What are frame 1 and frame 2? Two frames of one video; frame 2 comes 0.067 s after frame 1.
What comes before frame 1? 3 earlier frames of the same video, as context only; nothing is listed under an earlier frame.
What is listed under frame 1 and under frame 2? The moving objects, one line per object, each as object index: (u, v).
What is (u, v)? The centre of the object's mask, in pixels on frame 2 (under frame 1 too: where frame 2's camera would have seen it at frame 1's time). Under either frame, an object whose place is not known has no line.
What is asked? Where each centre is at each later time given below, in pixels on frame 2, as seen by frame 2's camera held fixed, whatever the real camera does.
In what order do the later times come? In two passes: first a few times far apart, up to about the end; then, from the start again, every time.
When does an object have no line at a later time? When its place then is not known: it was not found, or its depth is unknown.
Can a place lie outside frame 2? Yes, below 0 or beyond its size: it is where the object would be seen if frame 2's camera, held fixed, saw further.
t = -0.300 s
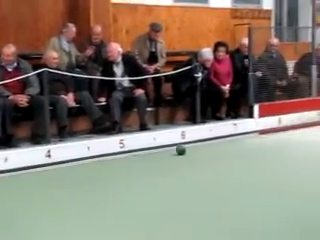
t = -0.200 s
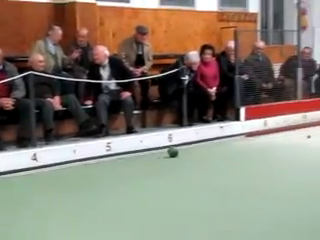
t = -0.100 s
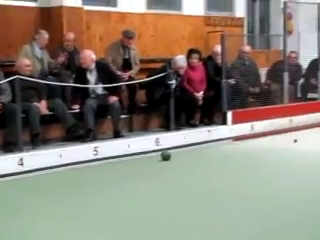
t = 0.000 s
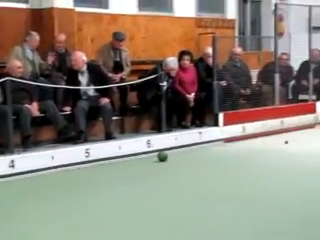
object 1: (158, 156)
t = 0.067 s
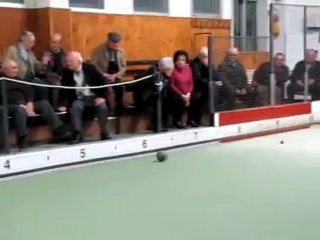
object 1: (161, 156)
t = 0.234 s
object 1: (168, 155)
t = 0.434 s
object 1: (178, 153)
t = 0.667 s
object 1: (187, 152)
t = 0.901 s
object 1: (196, 151)
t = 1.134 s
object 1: (205, 150)
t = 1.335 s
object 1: (212, 149)
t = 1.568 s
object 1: (219, 148)
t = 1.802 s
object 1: (226, 147)
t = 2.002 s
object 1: (232, 146)
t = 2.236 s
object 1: (238, 145)
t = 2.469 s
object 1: (243, 145)
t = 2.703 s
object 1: (248, 144)
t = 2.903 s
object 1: (252, 143)
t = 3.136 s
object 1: (255, 143)
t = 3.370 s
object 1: (257, 142)
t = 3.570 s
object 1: (259, 142)
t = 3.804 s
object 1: (261, 142)
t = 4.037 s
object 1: (262, 141)
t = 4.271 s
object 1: (262, 141)
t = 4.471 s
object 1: (263, 141)
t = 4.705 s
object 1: (263, 141)
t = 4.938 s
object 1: (262, 141)
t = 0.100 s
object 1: (162, 156)
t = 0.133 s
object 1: (164, 156)
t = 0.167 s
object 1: (165, 155)
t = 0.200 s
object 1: (167, 155)
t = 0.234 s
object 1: (168, 155)
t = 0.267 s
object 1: (170, 154)
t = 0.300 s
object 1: (172, 154)
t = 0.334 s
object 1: (173, 154)
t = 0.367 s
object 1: (175, 154)
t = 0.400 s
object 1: (176, 154)
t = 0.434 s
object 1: (178, 153)
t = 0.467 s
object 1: (179, 154)
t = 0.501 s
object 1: (180, 153)
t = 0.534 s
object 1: (182, 153)
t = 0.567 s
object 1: (183, 153)
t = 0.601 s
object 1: (185, 152)
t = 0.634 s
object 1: (186, 152)
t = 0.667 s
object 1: (187, 152)
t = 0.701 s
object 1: (189, 152)
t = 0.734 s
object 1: (190, 151)
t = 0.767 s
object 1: (191, 151)
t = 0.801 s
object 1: (193, 151)
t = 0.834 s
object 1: (194, 151)
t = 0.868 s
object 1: (195, 151)
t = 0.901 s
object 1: (196, 151)
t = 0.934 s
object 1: (197, 151)
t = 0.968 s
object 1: (199, 151)
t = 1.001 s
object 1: (200, 150)
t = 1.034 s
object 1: (201, 150)
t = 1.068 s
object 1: (203, 150)
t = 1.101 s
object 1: (204, 150)
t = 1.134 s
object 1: (205, 150)
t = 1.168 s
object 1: (206, 150)
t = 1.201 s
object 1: (207, 149)
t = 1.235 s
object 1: (208, 149)
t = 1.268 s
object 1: (209, 150)
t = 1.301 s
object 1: (210, 149)
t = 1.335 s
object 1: (212, 149)
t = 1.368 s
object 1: (213, 149)
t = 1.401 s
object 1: (214, 149)
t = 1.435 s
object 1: (215, 148)
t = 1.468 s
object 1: (216, 148)
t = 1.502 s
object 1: (217, 148)
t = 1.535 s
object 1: (218, 148)
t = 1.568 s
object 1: (219, 148)
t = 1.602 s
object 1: (220, 148)
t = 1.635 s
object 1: (221, 147)
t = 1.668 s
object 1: (222, 147)
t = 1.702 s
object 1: (223, 147)
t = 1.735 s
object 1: (224, 147)
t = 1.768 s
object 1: (225, 147)
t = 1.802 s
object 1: (226, 147)
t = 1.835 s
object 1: (227, 147)
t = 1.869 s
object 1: (228, 146)
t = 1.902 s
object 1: (229, 147)
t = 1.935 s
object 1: (230, 146)
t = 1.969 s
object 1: (231, 146)
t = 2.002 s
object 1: (232, 146)
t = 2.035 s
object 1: (232, 146)
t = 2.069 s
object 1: (233, 146)
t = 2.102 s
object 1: (234, 146)
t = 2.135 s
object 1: (235, 146)
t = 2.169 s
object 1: (236, 146)
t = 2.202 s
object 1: (237, 145)
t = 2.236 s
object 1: (238, 145)
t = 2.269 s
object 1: (238, 145)
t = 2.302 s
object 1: (239, 145)
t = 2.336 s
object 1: (240, 145)
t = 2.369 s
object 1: (241, 145)
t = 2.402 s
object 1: (242, 145)
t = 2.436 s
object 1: (242, 145)
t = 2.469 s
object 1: (243, 145)
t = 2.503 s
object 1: (244, 144)
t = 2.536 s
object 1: (244, 144)
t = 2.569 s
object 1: (245, 144)
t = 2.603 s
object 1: (246, 144)
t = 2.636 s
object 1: (247, 144)
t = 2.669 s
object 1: (247, 144)
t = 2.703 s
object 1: (248, 144)
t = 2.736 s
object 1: (249, 144)
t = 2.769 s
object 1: (249, 144)
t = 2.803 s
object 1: (250, 143)
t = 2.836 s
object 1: (250, 143)
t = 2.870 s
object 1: (251, 143)
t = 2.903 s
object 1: (252, 143)
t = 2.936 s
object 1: (252, 143)
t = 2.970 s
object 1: (253, 143)
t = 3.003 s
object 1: (253, 143)
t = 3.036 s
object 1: (254, 143)
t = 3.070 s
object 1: (254, 143)
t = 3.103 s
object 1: (254, 143)
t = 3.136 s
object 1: (255, 143)
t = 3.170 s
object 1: (255, 143)
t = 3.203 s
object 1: (255, 143)
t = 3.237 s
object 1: (256, 142)
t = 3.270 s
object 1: (256, 142)
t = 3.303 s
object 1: (257, 142)
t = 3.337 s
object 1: (257, 142)
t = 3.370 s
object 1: (257, 142)
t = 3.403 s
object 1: (258, 142)
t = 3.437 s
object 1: (258, 142)
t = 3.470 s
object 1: (258, 142)
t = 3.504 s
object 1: (259, 142)
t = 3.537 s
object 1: (259, 142)
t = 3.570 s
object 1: (259, 142)
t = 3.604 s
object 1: (260, 142)
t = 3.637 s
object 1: (260, 142)
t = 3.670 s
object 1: (260, 142)
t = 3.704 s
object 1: (260, 142)
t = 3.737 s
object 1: (260, 142)
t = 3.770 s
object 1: (261, 142)
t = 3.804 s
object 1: (261, 142)
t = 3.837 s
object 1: (261, 142)
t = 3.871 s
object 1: (261, 141)
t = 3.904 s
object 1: (261, 141)
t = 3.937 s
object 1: (261, 141)
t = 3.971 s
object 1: (261, 141)
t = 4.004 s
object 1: (261, 141)
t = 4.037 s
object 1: (262, 141)
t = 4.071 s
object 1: (262, 141)
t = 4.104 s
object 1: (262, 141)
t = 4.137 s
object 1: (262, 141)
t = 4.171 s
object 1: (262, 141)
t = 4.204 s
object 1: (262, 141)
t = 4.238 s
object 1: (262, 141)
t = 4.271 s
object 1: (262, 141)
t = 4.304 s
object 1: (262, 141)
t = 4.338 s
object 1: (262, 141)
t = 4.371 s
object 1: (262, 141)
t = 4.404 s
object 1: (263, 141)
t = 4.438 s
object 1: (263, 141)
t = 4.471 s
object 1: (263, 141)
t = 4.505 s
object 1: (263, 141)
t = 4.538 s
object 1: (263, 141)
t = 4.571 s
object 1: (263, 141)
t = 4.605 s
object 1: (263, 141)
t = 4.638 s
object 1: (263, 141)
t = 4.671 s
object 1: (263, 141)
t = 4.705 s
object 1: (263, 141)
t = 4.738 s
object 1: (263, 141)
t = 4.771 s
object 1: (263, 141)
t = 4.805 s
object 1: (263, 141)
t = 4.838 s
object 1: (263, 141)
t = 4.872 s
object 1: (263, 141)
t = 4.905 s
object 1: (262, 141)
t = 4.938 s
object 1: (262, 141)
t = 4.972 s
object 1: (262, 141)
